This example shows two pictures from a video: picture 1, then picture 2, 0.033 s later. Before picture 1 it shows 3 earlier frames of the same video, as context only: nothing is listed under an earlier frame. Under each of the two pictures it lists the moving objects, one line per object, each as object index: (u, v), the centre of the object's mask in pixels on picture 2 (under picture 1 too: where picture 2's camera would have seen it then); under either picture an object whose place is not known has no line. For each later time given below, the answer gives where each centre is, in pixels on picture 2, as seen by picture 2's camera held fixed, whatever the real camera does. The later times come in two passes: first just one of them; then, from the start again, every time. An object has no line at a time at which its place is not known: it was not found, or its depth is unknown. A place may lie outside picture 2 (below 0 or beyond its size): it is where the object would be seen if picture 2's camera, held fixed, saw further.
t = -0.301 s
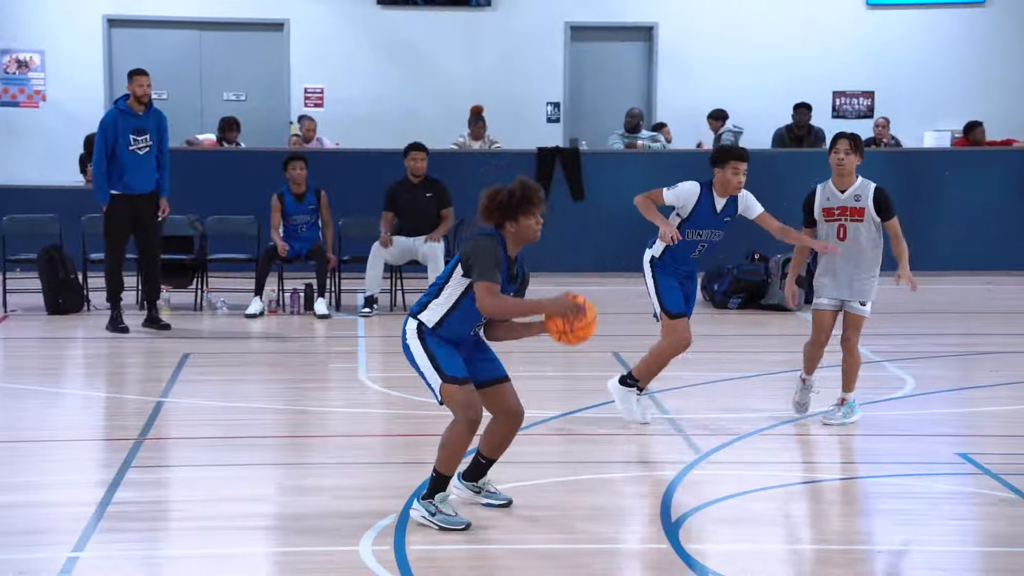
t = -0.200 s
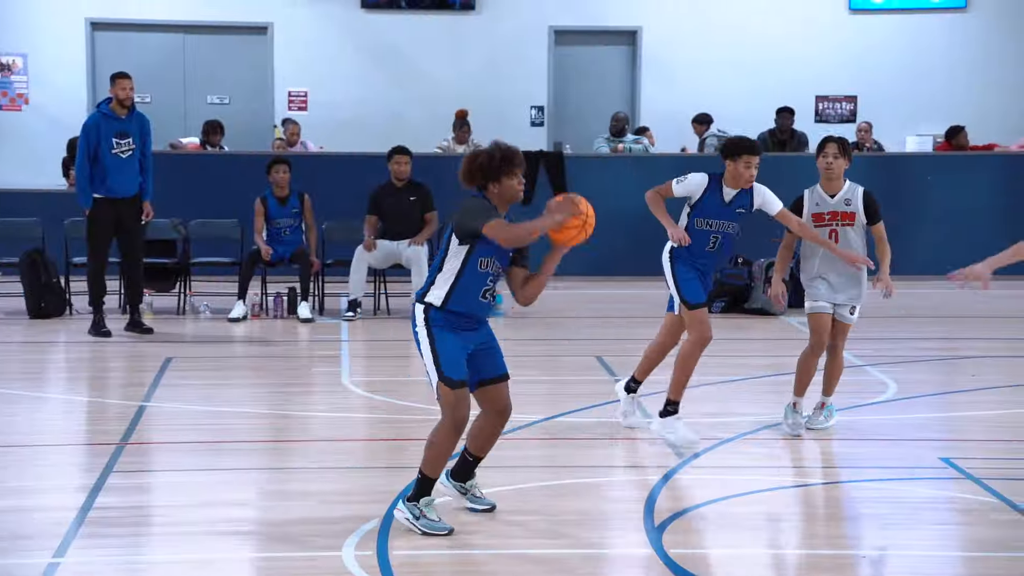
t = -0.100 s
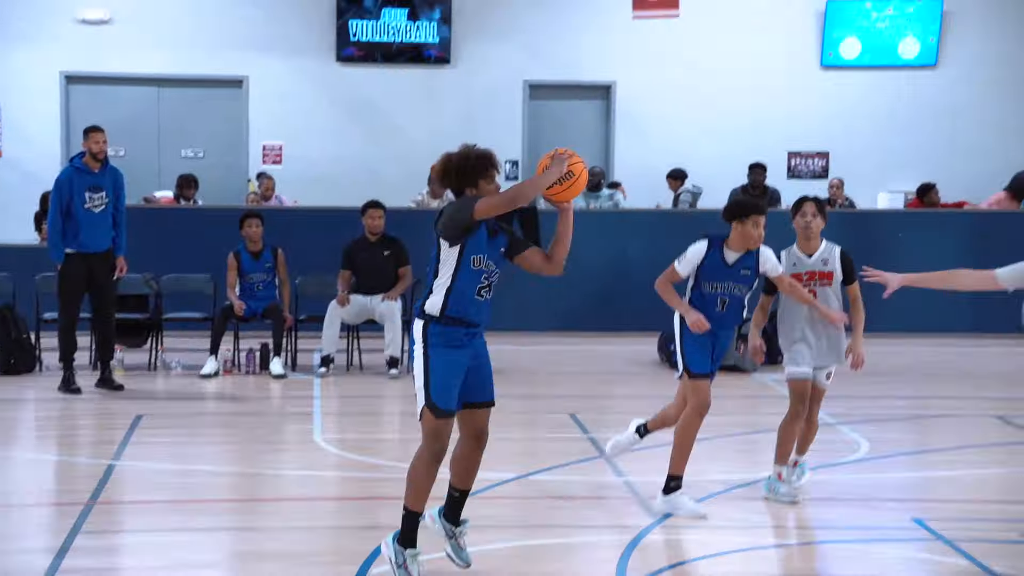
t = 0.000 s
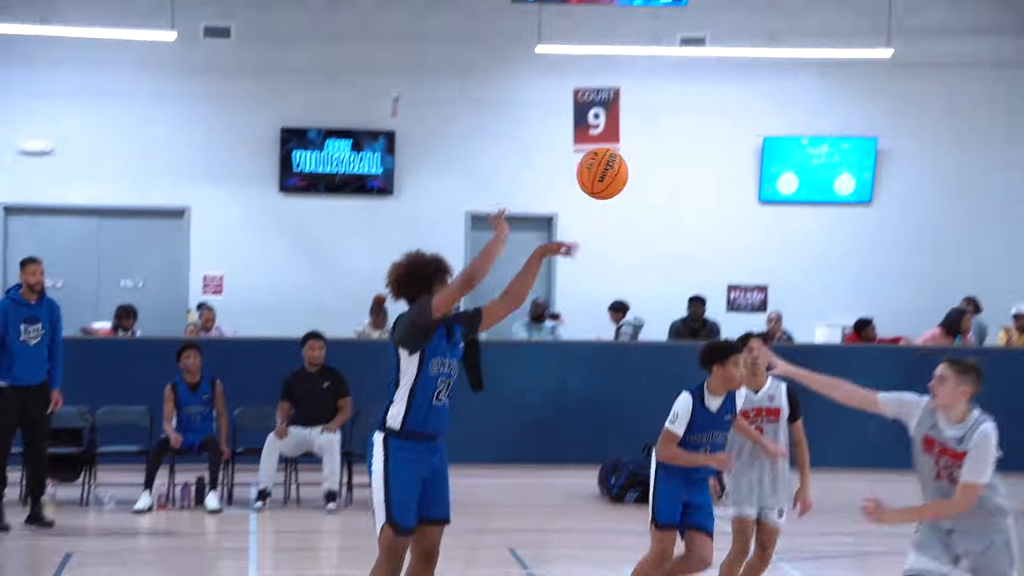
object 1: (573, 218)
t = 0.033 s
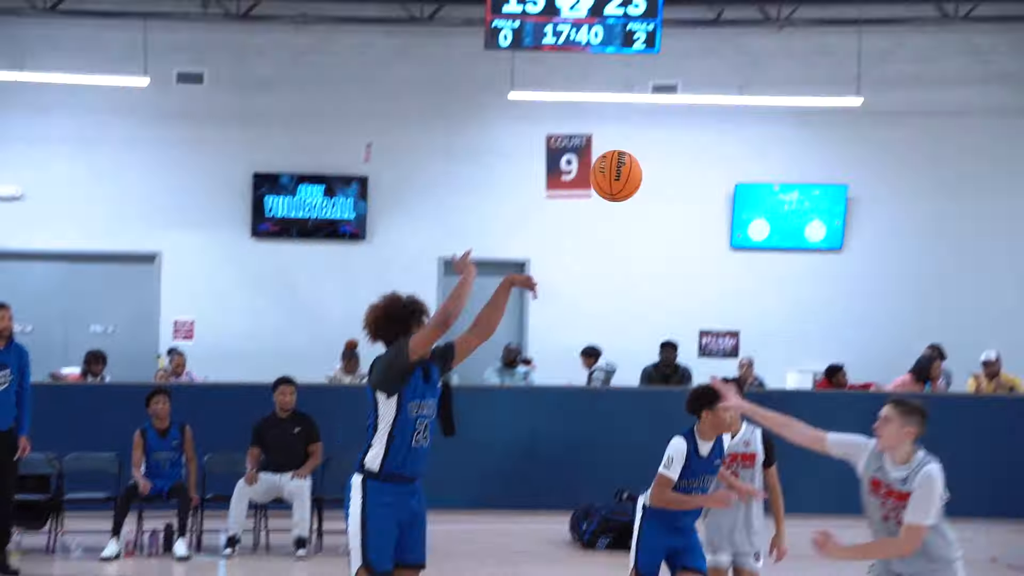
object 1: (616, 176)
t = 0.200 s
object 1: (830, -12)
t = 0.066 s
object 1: (659, 135)
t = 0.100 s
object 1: (701, 95)
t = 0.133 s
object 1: (743, 58)
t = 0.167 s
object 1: (786, 22)
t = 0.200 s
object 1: (830, -12)
